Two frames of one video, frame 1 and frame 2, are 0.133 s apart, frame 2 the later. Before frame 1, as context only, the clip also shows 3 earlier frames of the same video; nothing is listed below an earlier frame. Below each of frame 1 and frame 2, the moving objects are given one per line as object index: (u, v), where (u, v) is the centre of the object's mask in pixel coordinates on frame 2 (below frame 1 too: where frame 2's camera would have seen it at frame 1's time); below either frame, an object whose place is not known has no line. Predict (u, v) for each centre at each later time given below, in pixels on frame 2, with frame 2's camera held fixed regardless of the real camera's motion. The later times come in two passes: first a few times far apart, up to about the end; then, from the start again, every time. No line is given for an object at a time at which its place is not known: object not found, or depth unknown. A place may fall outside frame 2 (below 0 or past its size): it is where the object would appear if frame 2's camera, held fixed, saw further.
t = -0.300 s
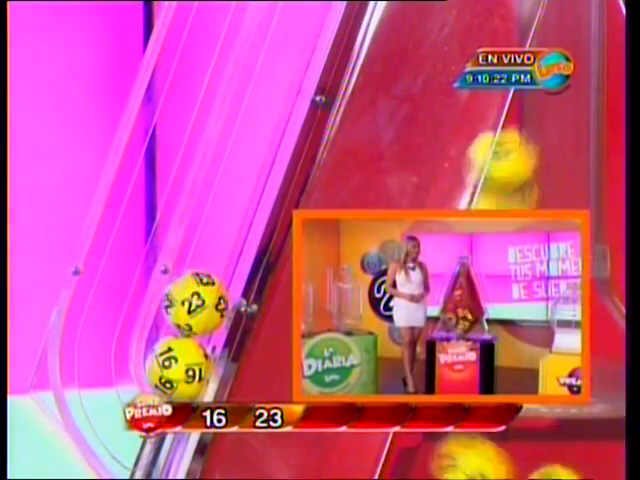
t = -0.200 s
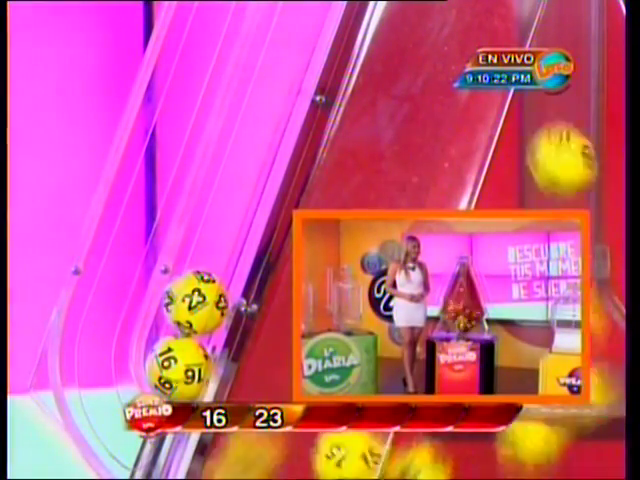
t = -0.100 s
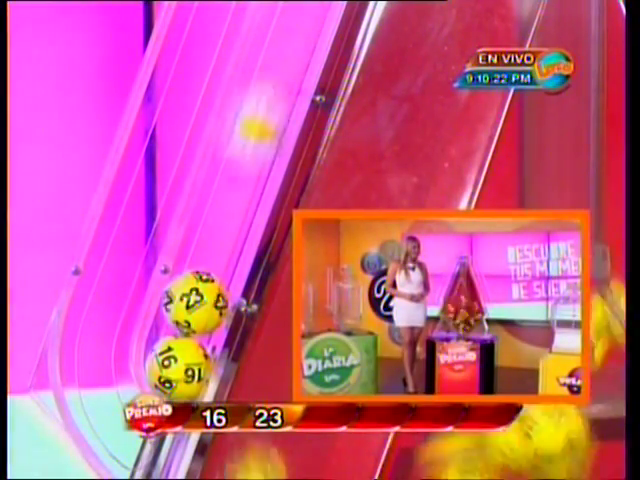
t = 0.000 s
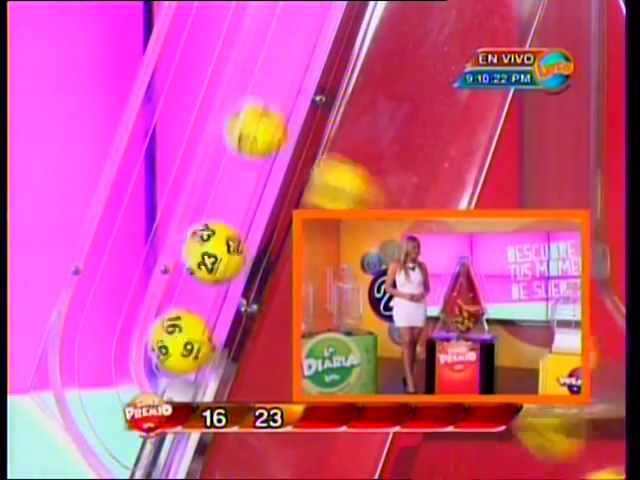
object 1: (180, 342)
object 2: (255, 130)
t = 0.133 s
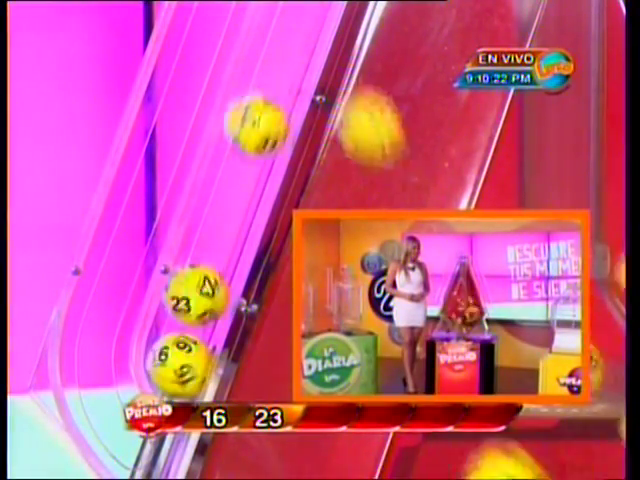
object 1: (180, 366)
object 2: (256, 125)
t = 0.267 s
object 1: (179, 368)
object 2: (227, 216)
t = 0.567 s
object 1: (178, 368)
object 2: (218, 240)
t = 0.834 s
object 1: (178, 368)
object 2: (218, 240)
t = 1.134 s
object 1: (178, 368)
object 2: (218, 240)
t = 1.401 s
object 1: (178, 368)
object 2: (218, 240)
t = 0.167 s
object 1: (181, 366)
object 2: (244, 159)
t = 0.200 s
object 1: (179, 368)
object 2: (229, 207)
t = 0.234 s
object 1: (180, 367)
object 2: (219, 230)
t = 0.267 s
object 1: (179, 368)
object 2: (227, 216)
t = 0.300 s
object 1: (178, 368)
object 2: (226, 216)
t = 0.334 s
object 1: (178, 368)
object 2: (221, 231)
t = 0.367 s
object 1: (178, 368)
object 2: (218, 236)
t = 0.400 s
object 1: (178, 368)
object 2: (218, 240)
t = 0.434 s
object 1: (178, 368)
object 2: (217, 241)
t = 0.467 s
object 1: (178, 368)
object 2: (218, 241)
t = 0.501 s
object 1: (178, 368)
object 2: (218, 241)
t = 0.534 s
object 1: (178, 368)
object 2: (218, 240)
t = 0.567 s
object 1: (178, 368)
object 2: (218, 240)
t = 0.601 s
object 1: (178, 368)
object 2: (218, 240)
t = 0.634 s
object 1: (178, 368)
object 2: (218, 240)
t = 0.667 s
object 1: (178, 368)
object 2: (218, 240)
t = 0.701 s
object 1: (178, 368)
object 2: (218, 240)
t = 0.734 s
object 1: (178, 368)
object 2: (218, 240)
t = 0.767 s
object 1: (178, 368)
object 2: (218, 240)
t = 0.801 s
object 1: (178, 368)
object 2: (218, 240)
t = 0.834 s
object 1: (178, 368)
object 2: (218, 240)
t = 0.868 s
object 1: (178, 368)
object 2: (218, 240)
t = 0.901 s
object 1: (178, 368)
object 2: (218, 240)
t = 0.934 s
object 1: (178, 368)
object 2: (218, 240)
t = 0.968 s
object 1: (178, 368)
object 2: (218, 240)
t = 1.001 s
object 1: (178, 368)
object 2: (218, 240)
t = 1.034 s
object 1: (178, 368)
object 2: (218, 240)
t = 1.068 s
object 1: (178, 368)
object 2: (218, 240)
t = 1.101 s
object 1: (178, 368)
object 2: (218, 240)
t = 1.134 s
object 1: (178, 368)
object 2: (218, 240)
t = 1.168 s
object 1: (178, 368)
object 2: (218, 240)
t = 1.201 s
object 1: (178, 368)
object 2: (218, 240)
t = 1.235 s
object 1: (178, 368)
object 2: (218, 240)
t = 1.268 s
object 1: (178, 368)
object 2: (218, 240)
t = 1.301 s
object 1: (178, 368)
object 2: (218, 240)
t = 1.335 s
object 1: (178, 368)
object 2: (218, 240)
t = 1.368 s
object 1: (178, 368)
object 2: (218, 240)
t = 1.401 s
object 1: (178, 368)
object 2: (218, 240)
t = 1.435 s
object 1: (178, 368)
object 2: (218, 240)
